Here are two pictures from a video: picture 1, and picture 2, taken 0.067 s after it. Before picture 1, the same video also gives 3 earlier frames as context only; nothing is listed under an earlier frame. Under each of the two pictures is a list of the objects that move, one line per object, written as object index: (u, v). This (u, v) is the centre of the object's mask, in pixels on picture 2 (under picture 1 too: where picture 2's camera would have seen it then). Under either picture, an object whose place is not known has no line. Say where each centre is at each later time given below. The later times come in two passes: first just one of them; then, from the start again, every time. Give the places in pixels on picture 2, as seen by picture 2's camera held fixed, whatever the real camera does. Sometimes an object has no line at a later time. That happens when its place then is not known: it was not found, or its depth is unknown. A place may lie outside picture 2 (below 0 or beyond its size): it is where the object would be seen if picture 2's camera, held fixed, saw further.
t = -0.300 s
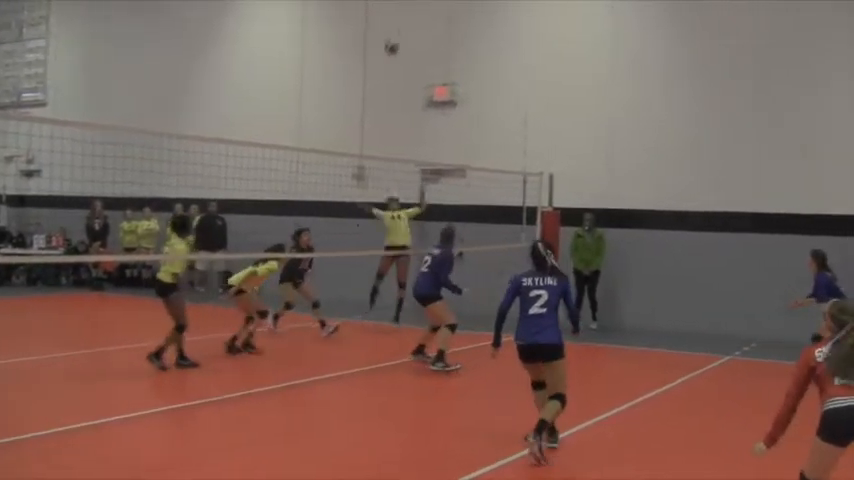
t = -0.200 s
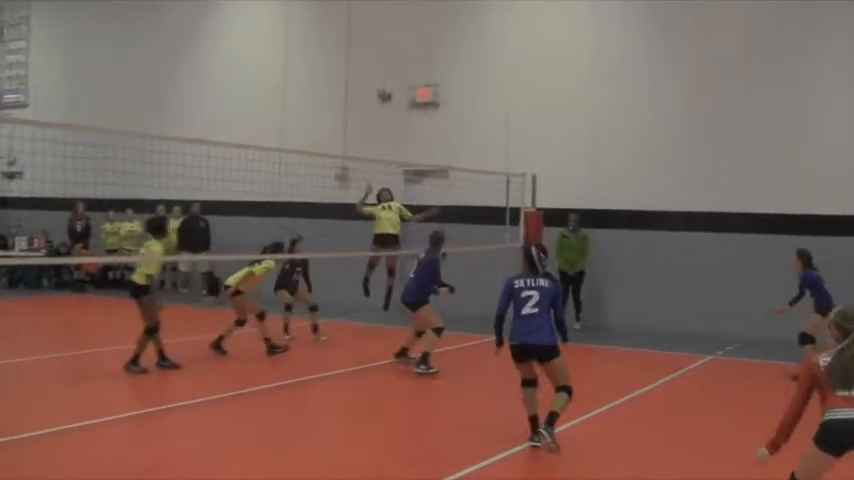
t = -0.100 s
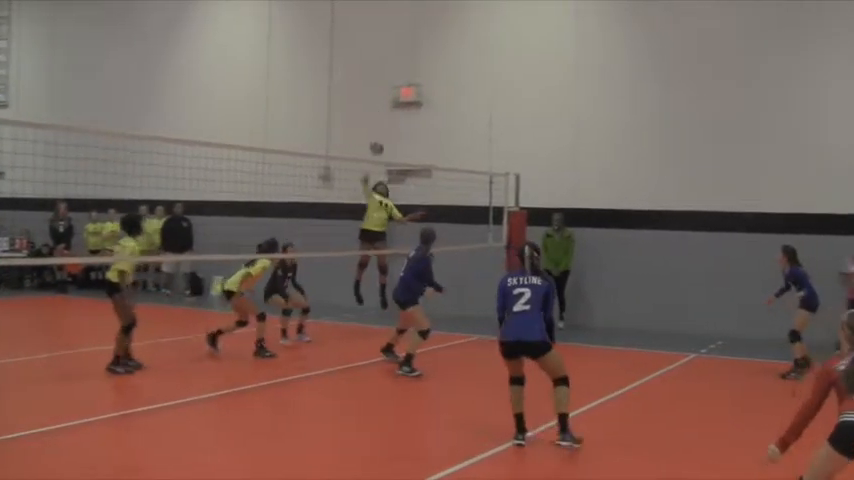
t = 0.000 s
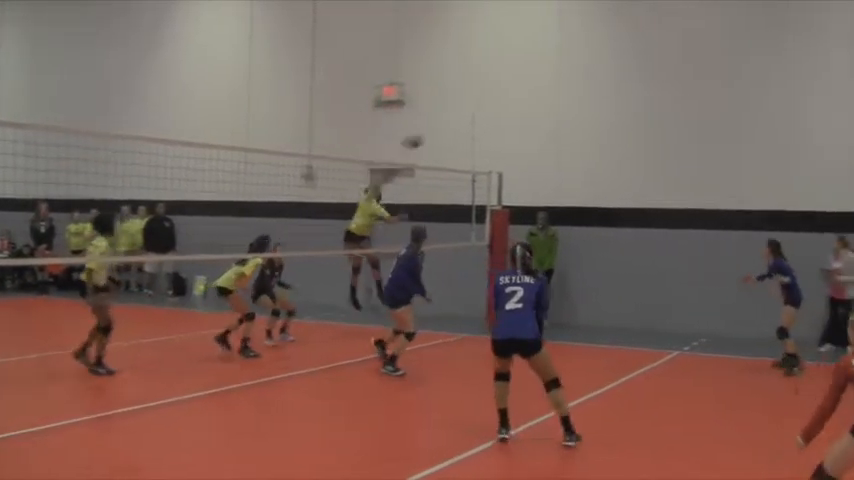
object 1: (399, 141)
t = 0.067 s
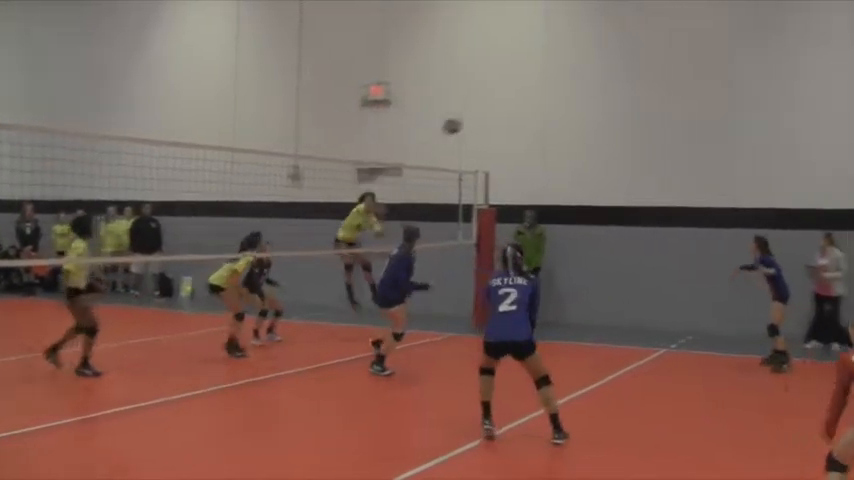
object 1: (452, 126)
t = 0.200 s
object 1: (579, 109)
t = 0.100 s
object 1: (480, 119)
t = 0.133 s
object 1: (511, 115)
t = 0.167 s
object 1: (545, 111)
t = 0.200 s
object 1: (579, 109)
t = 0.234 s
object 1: (616, 108)
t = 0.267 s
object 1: (658, 107)
